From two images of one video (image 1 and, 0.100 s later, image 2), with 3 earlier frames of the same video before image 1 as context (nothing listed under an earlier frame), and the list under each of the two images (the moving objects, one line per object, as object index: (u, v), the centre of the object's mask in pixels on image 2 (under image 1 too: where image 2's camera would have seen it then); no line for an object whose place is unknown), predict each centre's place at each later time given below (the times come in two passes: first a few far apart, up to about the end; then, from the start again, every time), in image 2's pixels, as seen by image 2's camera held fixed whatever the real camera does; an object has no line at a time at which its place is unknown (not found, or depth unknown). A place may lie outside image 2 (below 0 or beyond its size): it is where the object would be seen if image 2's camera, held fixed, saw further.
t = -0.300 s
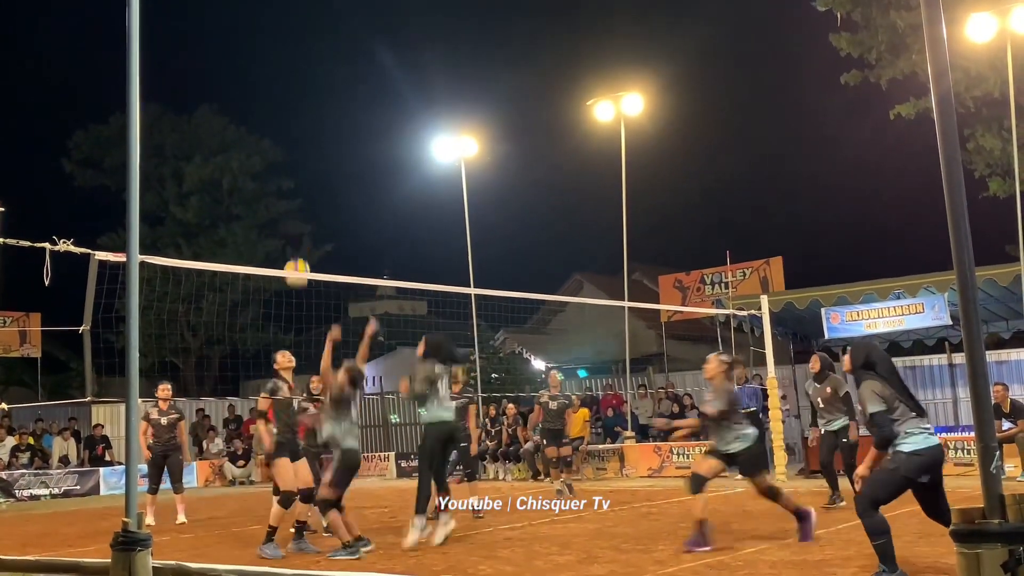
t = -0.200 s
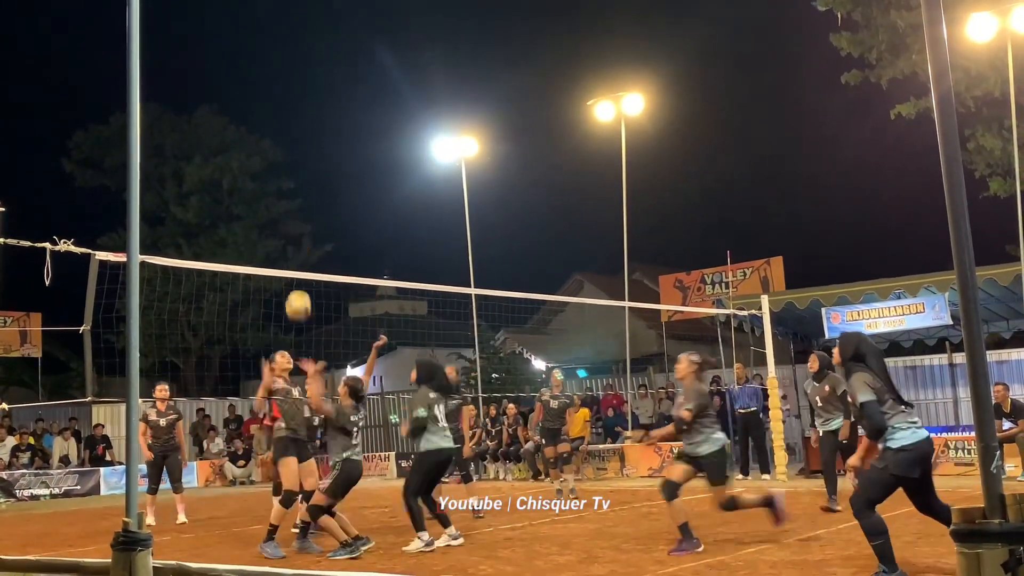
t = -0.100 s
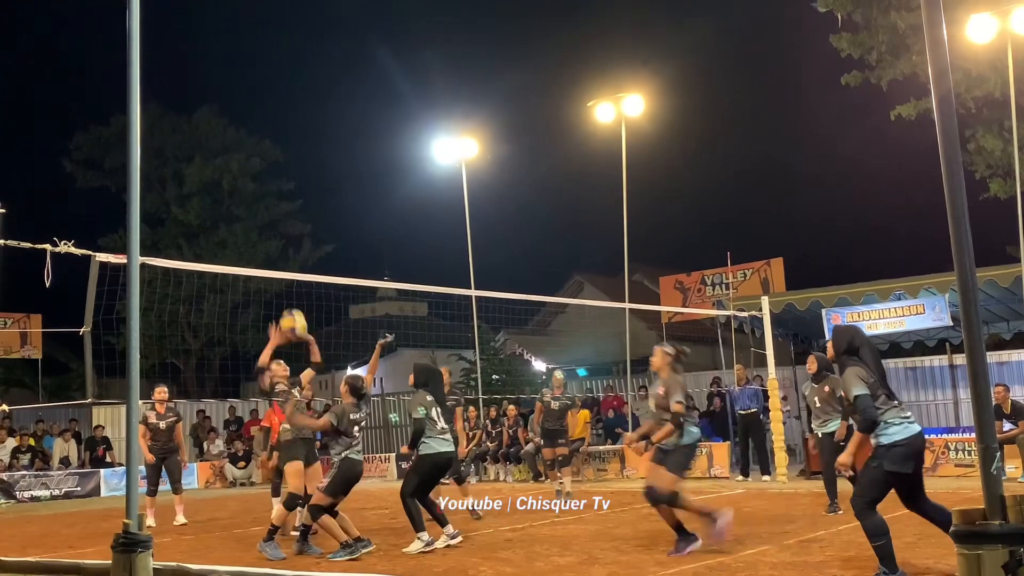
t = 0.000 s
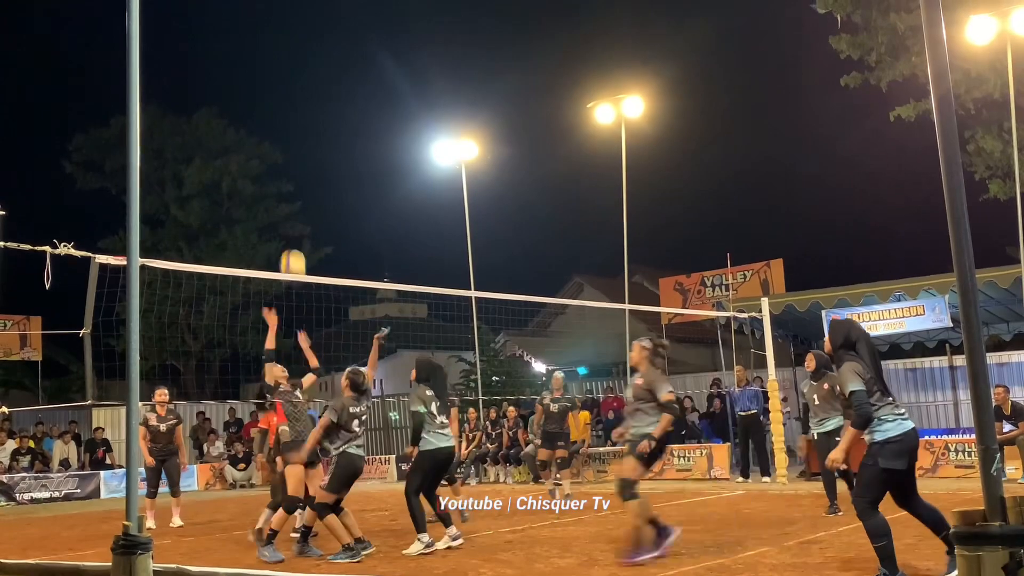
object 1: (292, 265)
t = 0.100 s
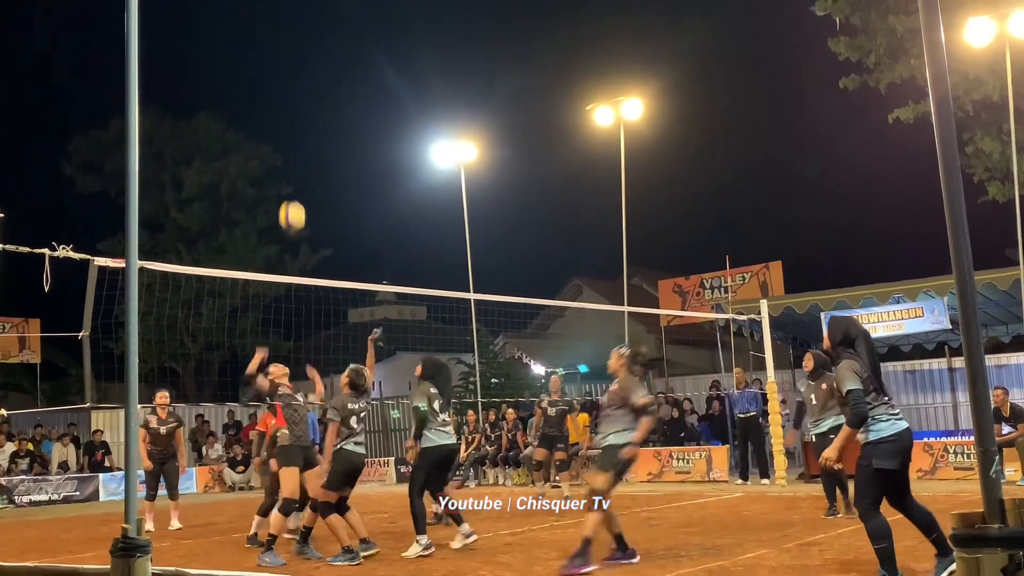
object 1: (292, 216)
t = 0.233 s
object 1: (292, 165)
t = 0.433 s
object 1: (293, 125)
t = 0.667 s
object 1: (296, 139)
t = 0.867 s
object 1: (298, 205)
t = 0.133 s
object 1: (292, 202)
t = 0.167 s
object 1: (292, 188)
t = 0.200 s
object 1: (292, 176)
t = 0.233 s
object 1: (292, 165)
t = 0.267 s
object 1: (292, 155)
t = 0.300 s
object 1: (292, 147)
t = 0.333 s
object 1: (293, 139)
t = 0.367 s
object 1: (293, 133)
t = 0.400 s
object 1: (293, 129)
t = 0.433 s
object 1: (293, 125)
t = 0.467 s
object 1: (293, 123)
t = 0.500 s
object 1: (294, 122)
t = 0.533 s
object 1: (294, 123)
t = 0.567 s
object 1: (295, 125)
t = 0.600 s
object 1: (295, 128)
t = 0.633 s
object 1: (295, 133)
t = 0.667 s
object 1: (296, 139)
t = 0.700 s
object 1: (296, 146)
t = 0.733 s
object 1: (296, 155)
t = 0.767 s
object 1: (297, 166)
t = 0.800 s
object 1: (297, 177)
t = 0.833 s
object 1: (297, 190)
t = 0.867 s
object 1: (298, 205)
